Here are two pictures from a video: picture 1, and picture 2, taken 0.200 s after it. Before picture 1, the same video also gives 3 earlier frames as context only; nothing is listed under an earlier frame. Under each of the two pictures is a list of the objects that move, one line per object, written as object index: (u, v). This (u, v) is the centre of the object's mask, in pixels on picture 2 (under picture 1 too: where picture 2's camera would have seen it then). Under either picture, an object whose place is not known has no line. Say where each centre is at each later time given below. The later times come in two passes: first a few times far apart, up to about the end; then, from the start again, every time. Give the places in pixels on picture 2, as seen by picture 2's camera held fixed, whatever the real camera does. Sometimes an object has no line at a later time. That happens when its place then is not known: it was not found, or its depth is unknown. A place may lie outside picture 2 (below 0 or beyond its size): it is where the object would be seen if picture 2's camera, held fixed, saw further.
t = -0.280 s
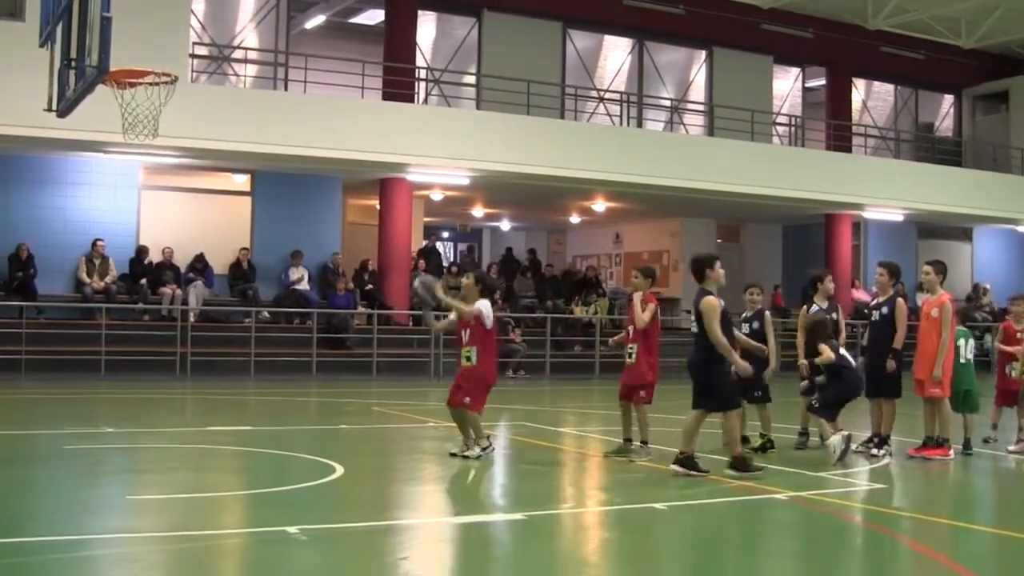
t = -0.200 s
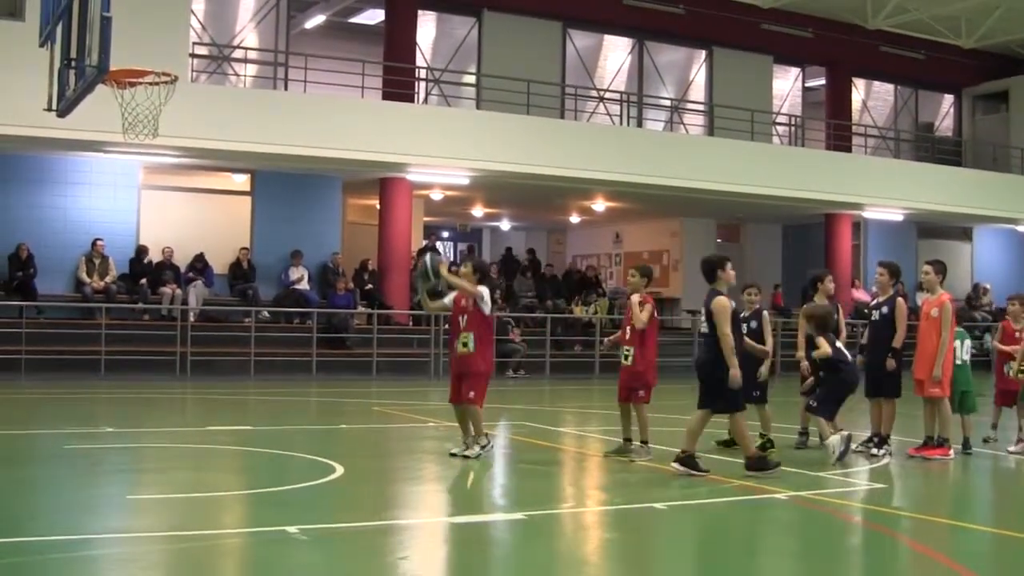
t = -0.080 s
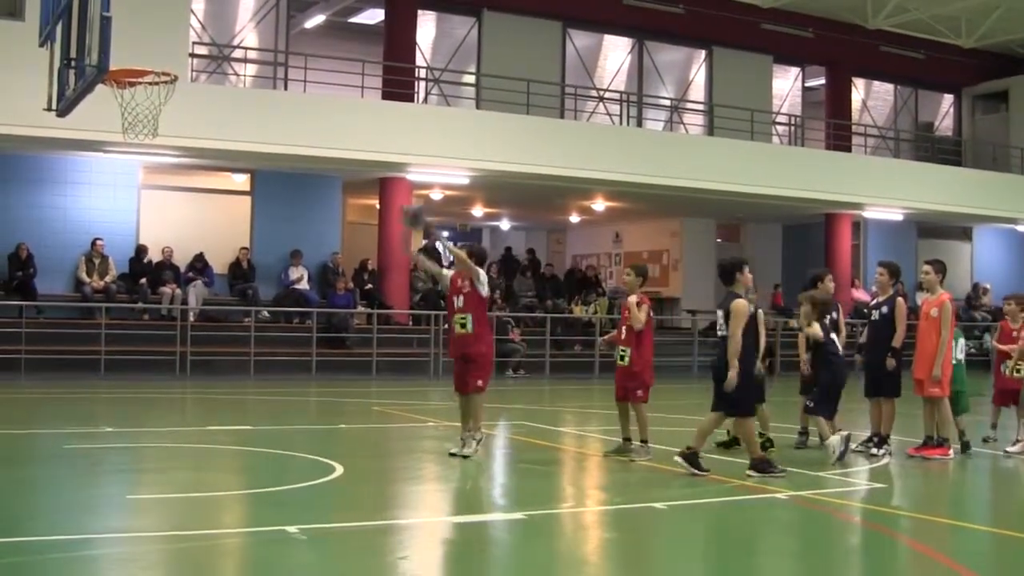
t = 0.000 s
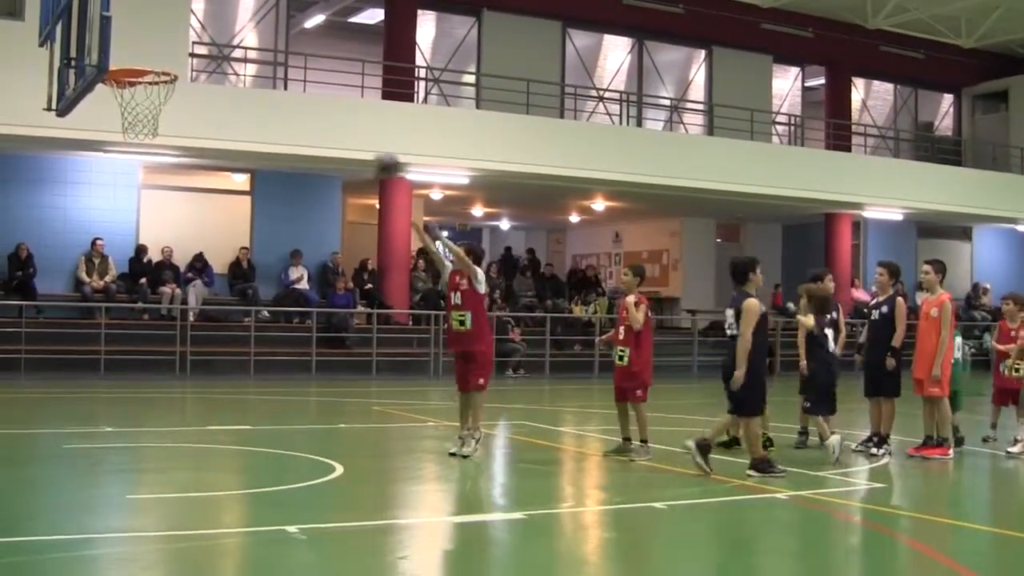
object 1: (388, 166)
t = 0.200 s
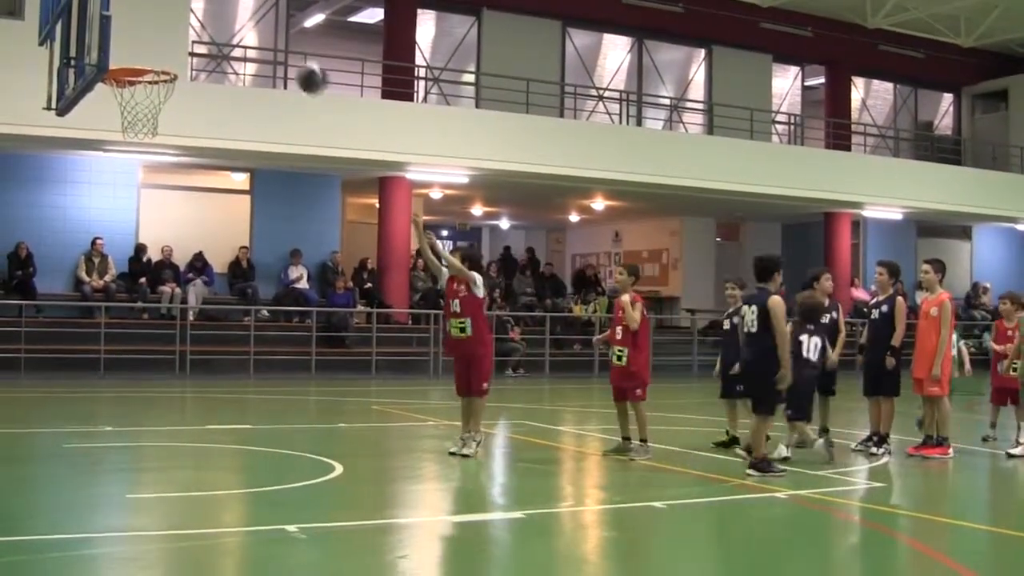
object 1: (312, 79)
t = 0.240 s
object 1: (297, 66)
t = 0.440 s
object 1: (218, 41)
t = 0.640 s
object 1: (133, 83)
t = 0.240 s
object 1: (297, 66)
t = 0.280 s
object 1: (283, 58)
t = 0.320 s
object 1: (267, 51)
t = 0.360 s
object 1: (251, 47)
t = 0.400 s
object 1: (233, 43)
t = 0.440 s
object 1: (218, 41)
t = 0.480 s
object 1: (202, 44)
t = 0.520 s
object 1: (183, 48)
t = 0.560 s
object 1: (167, 54)
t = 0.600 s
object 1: (151, 58)
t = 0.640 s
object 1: (133, 83)
